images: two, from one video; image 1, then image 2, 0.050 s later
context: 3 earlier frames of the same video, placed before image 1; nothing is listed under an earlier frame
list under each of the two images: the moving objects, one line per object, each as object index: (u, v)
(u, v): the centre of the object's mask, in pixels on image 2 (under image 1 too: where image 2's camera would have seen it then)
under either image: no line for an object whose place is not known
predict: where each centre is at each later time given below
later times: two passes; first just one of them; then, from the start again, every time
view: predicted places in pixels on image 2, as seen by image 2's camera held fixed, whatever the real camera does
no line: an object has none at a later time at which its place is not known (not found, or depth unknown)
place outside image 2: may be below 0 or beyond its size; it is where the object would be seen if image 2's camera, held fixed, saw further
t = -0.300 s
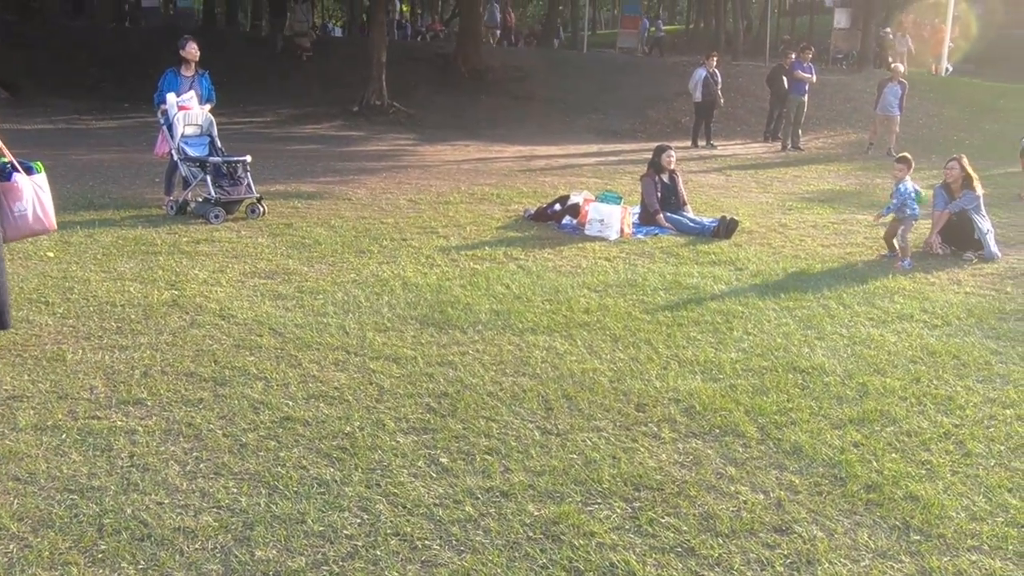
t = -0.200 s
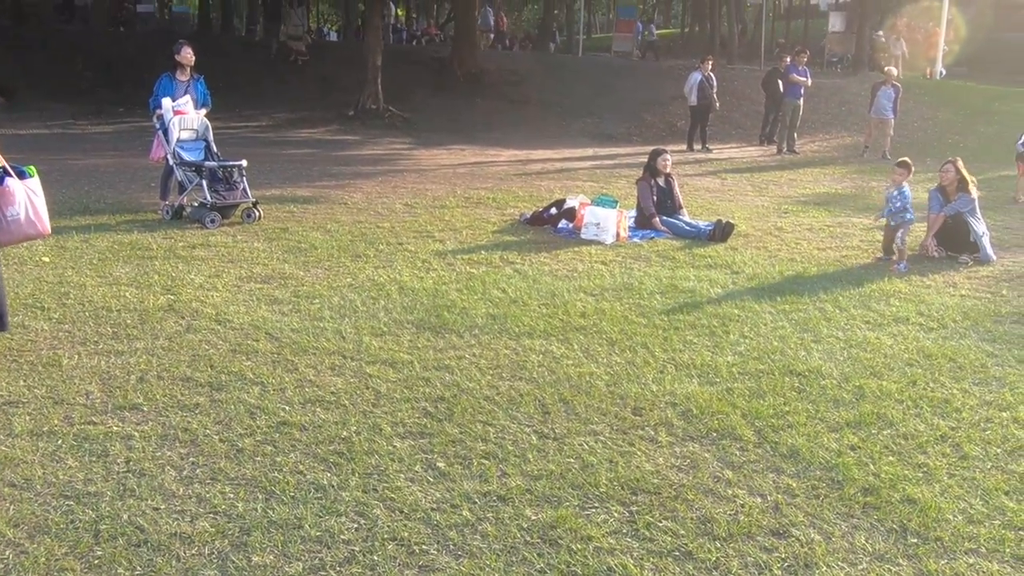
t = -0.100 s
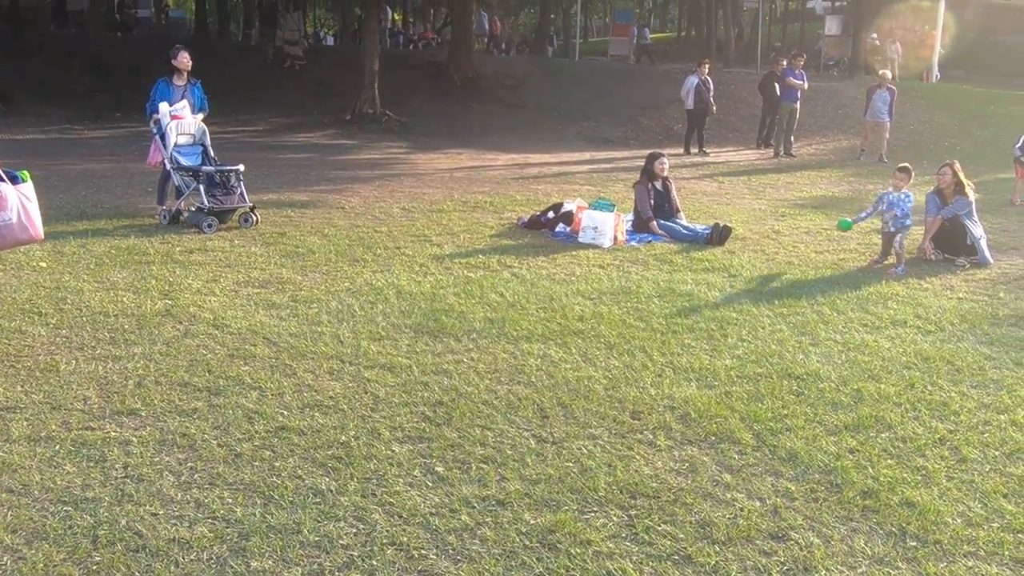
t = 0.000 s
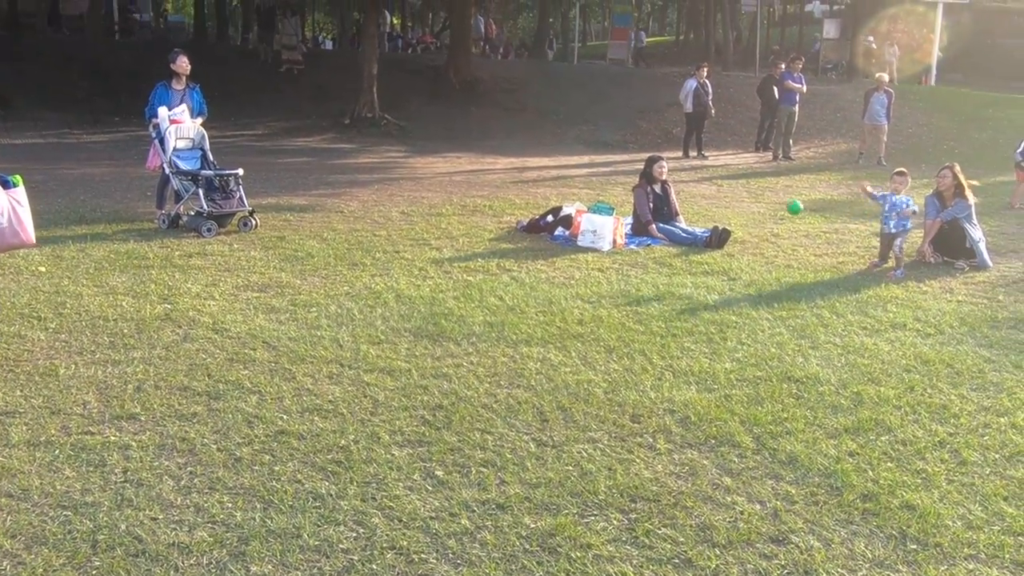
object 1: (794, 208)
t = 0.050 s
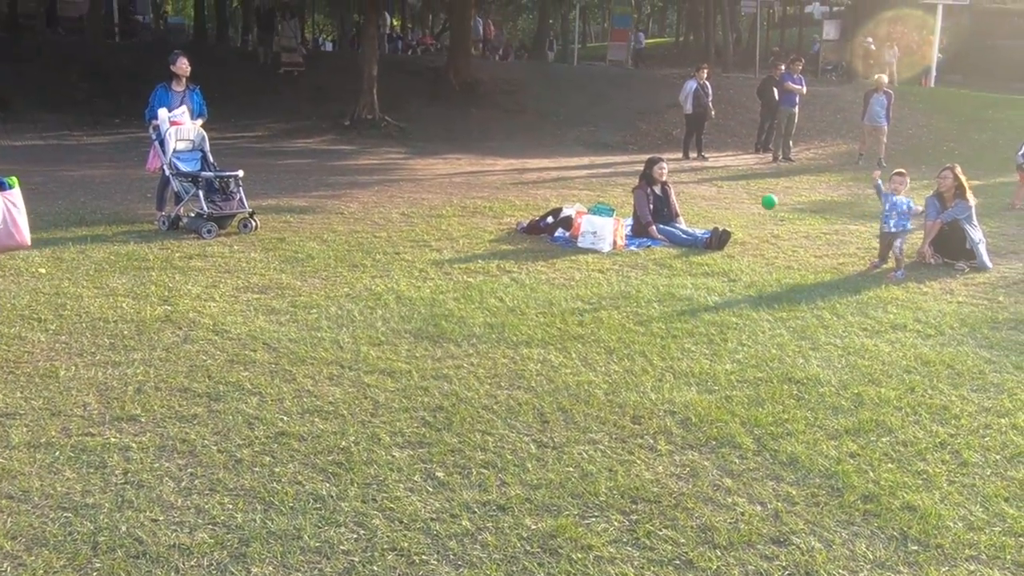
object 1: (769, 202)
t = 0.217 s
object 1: (680, 204)
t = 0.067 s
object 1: (760, 200)
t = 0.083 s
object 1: (752, 199)
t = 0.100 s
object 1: (743, 198)
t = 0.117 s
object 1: (735, 198)
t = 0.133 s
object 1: (726, 198)
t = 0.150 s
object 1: (717, 198)
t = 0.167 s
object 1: (708, 199)
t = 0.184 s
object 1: (699, 200)
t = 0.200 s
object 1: (690, 202)
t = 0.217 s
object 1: (680, 204)
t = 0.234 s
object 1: (671, 207)
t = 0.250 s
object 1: (662, 209)
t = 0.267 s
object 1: (652, 212)
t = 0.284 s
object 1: (643, 216)
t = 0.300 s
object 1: (633, 219)
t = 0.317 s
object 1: (624, 223)
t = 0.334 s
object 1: (613, 228)
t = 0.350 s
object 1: (604, 233)
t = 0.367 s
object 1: (594, 237)
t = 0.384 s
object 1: (586, 243)
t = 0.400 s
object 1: (577, 248)
